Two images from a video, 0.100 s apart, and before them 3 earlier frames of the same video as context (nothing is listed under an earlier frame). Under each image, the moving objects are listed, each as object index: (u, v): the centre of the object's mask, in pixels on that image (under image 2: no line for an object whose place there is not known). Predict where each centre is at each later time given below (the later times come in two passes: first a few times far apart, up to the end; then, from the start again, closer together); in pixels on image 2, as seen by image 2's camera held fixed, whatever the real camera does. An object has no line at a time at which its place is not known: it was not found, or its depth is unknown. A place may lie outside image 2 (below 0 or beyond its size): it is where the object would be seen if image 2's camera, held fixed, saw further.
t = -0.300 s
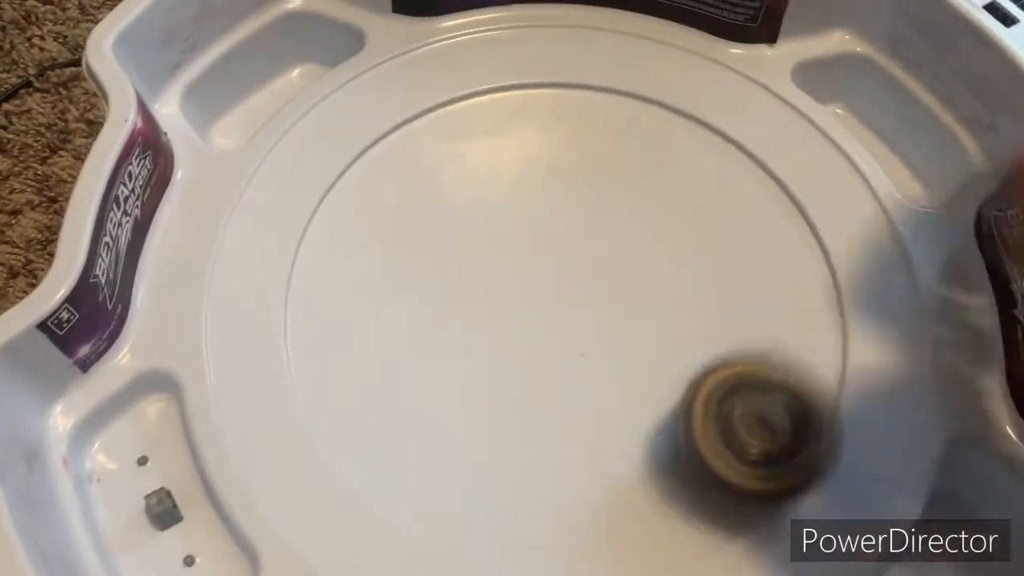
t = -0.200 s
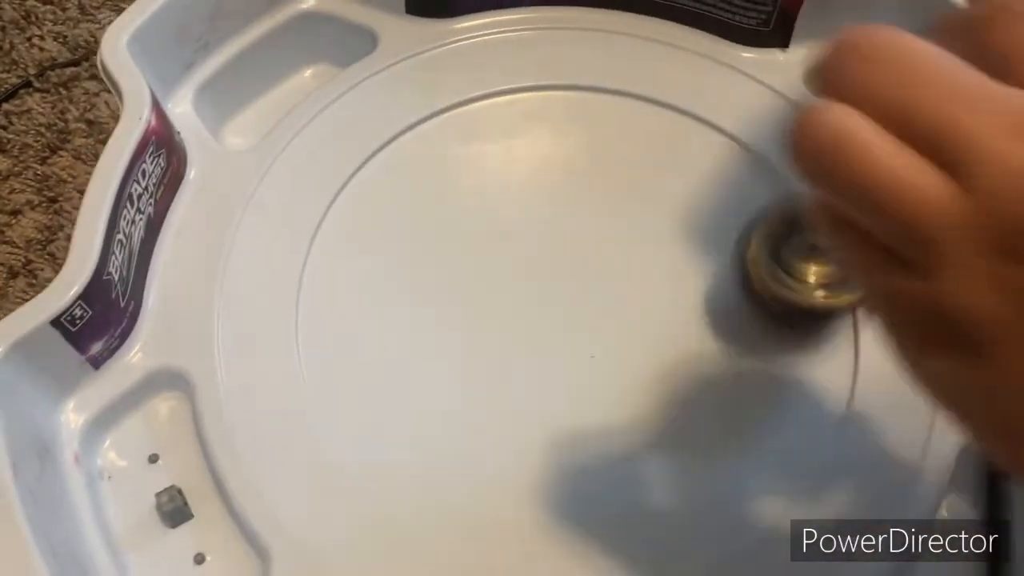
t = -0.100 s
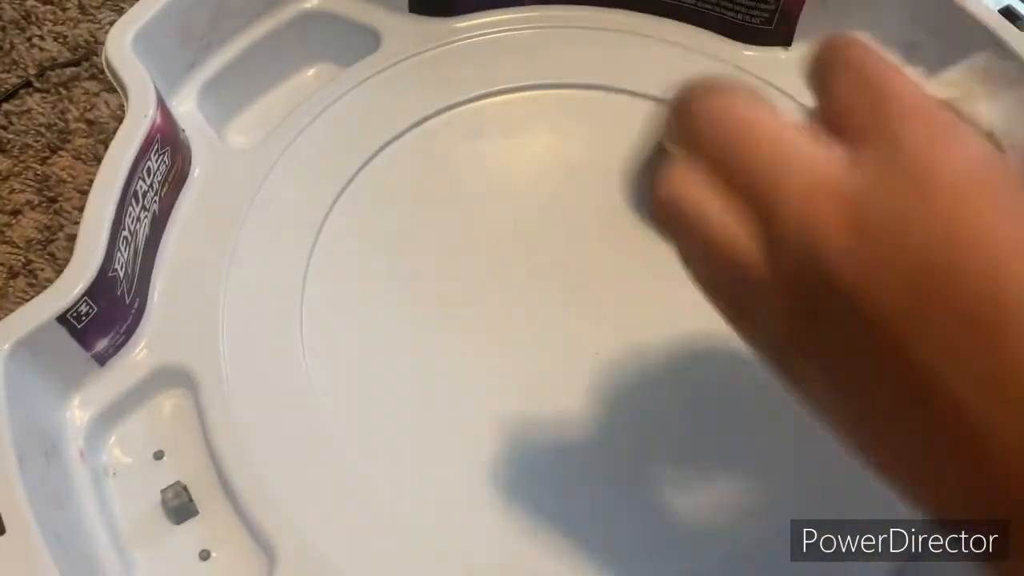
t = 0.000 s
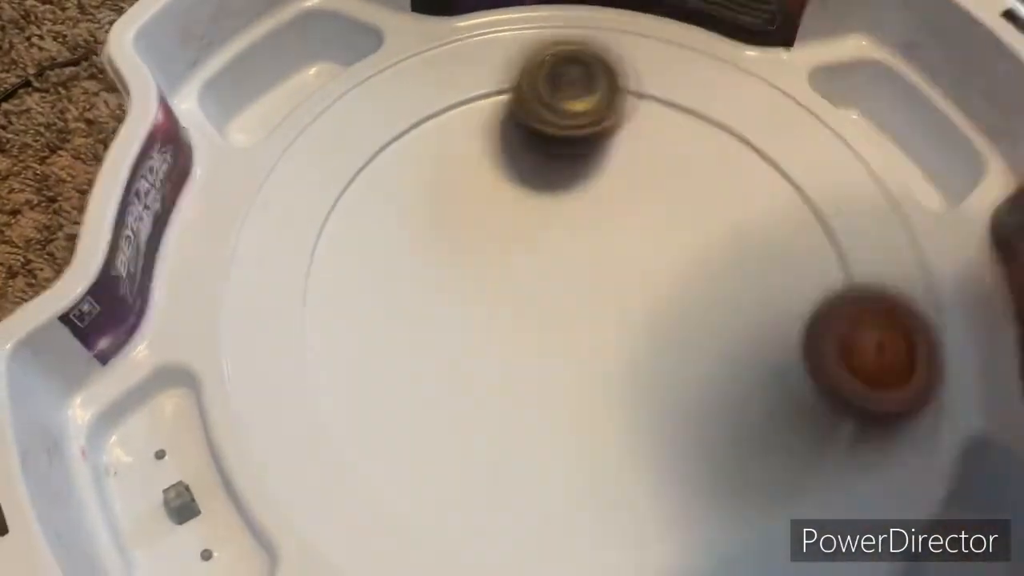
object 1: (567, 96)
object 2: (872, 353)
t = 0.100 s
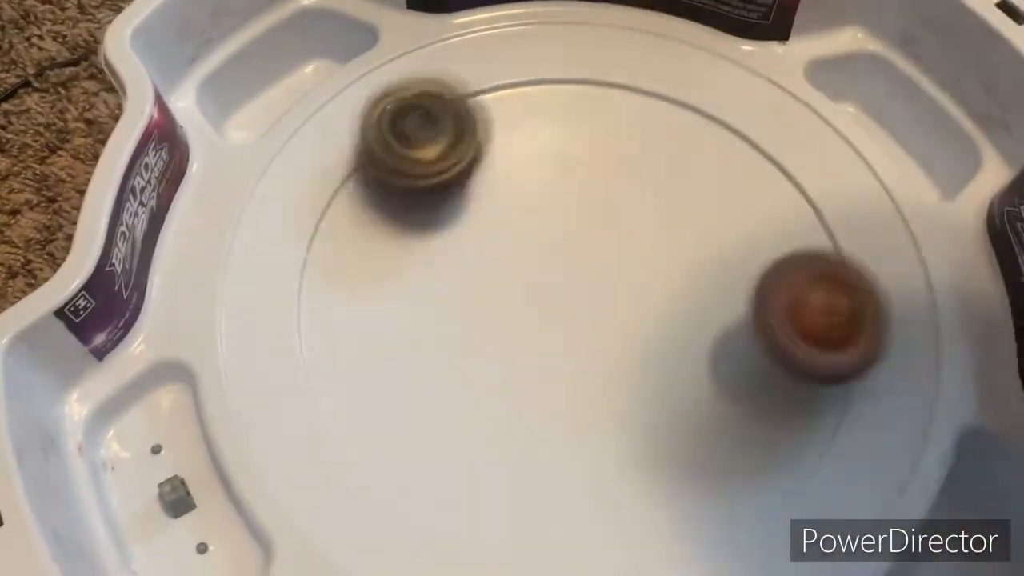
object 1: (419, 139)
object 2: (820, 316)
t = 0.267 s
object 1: (370, 365)
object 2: (630, 257)
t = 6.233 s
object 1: (559, 324)
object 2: (358, 428)
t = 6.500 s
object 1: (584, 312)
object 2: (814, 435)
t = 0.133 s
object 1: (385, 173)
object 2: (789, 314)
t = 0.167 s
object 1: (360, 220)
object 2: (753, 299)
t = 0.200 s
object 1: (348, 261)
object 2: (714, 287)
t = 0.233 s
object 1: (350, 312)
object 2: (672, 269)
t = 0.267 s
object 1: (370, 365)
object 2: (630, 257)
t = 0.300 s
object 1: (405, 414)
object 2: (588, 243)
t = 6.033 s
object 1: (543, 309)
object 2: (374, 133)
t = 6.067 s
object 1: (545, 313)
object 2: (341, 169)
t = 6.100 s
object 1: (547, 315)
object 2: (318, 213)
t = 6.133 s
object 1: (550, 318)
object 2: (307, 267)
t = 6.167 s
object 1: (554, 320)
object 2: (308, 319)
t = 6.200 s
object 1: (556, 322)
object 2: (324, 376)
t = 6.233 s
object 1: (559, 324)
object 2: (358, 428)
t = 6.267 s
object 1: (563, 325)
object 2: (403, 472)
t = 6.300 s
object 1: (565, 325)
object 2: (458, 506)
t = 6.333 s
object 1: (569, 325)
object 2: (527, 524)
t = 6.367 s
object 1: (573, 321)
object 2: (599, 529)
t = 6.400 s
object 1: (577, 319)
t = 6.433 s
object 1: (581, 316)
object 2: (731, 504)
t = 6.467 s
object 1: (583, 314)
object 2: (777, 474)
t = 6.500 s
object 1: (584, 312)
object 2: (814, 435)
